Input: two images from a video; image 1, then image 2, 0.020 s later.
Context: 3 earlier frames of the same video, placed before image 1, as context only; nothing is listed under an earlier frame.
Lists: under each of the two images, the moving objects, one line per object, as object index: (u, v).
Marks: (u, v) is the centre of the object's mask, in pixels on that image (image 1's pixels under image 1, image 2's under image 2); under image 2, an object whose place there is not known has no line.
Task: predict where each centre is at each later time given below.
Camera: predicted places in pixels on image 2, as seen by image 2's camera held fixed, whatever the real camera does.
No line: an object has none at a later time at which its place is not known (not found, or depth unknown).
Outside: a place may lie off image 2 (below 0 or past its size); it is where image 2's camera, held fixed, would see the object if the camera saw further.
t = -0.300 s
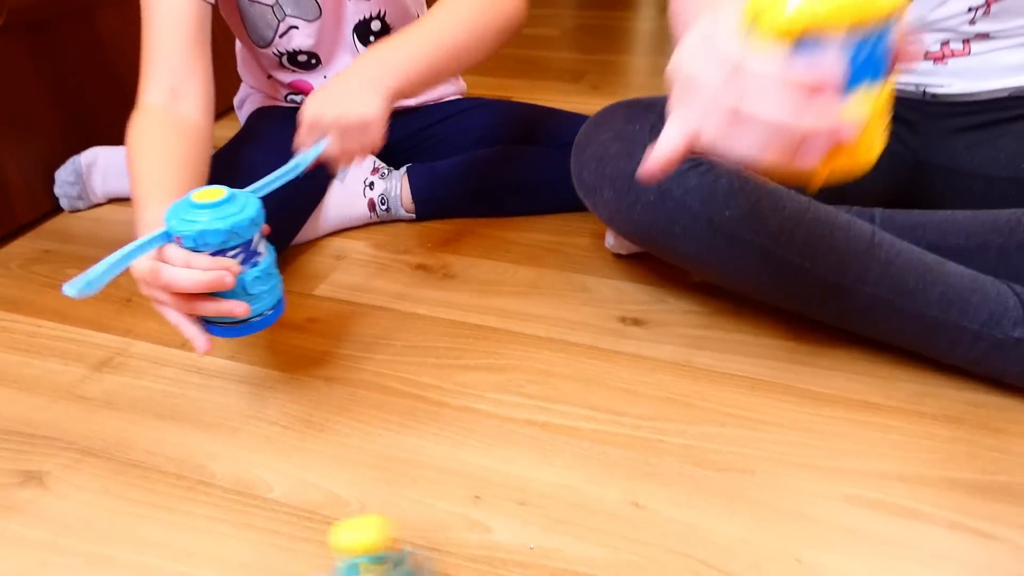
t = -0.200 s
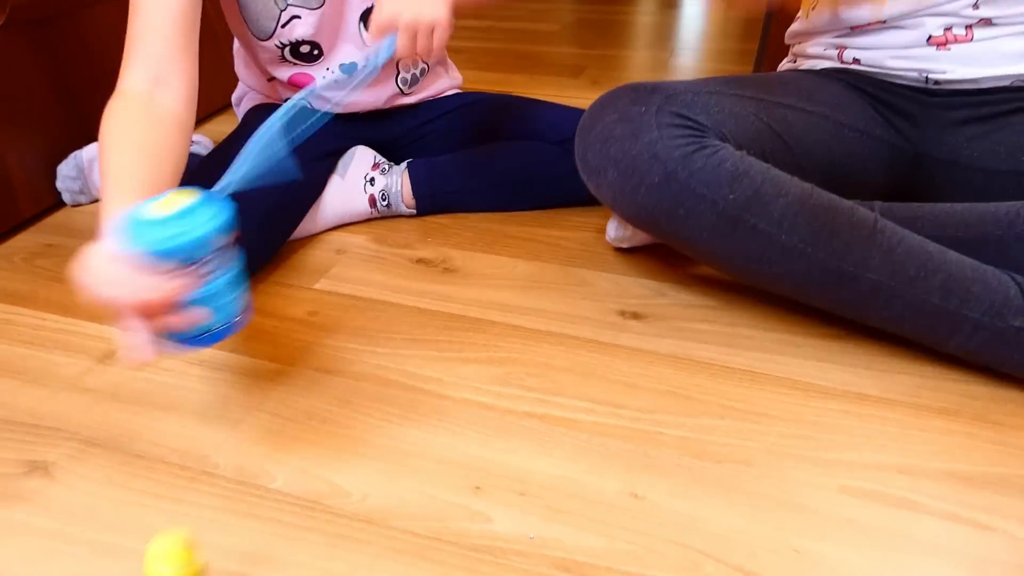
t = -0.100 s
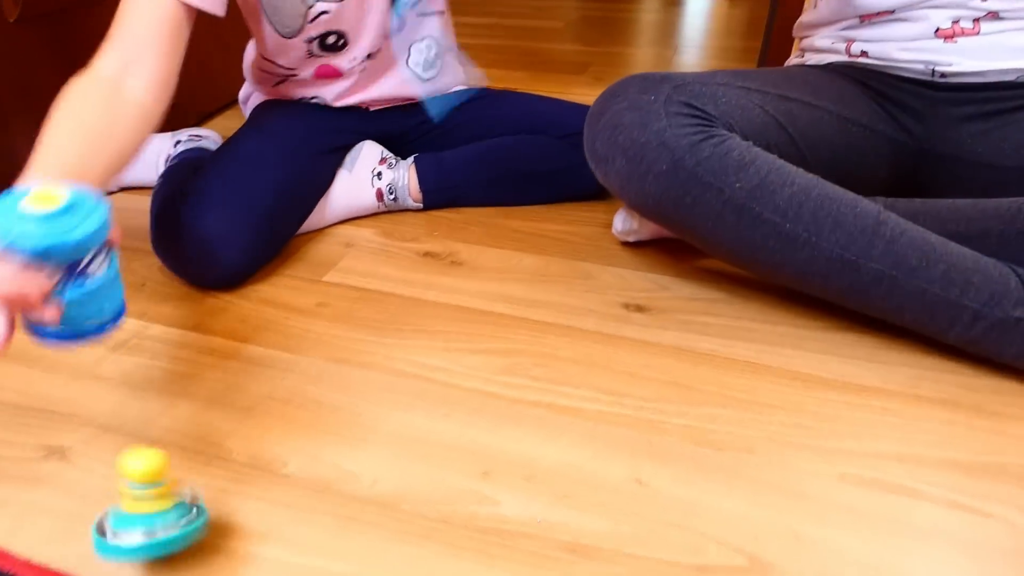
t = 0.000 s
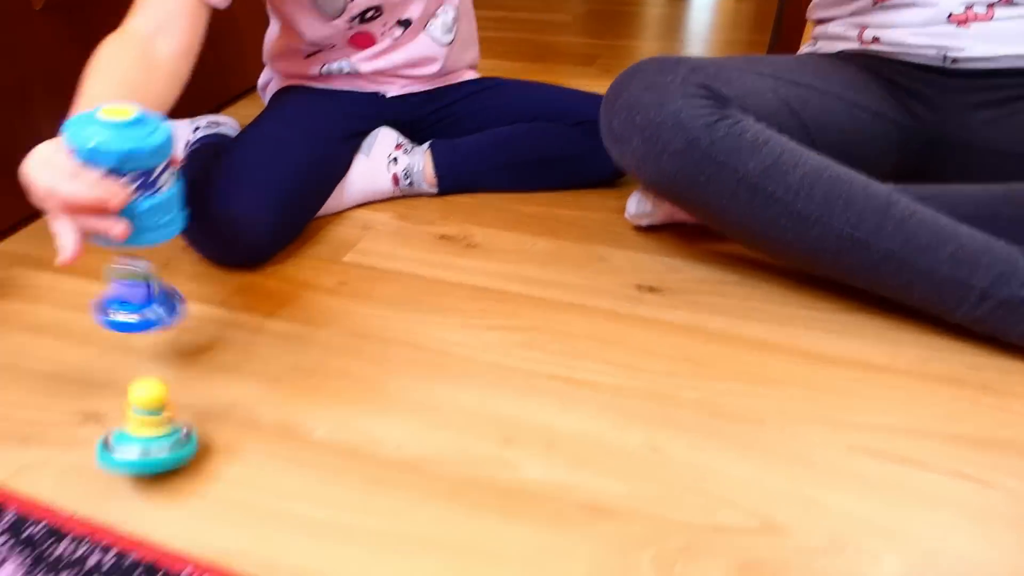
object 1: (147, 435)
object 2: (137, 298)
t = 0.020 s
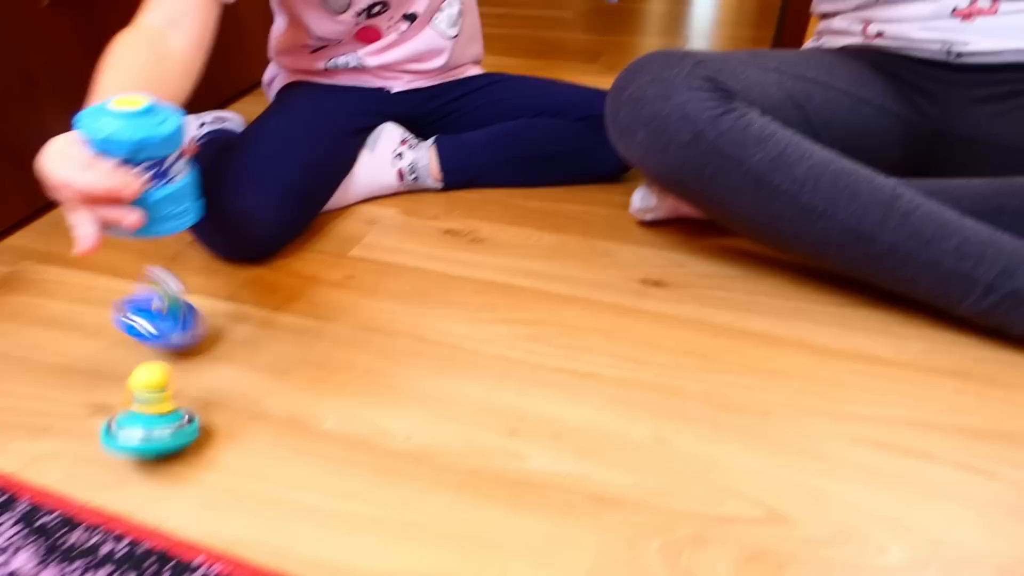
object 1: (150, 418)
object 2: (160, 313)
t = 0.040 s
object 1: (142, 413)
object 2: (168, 324)
